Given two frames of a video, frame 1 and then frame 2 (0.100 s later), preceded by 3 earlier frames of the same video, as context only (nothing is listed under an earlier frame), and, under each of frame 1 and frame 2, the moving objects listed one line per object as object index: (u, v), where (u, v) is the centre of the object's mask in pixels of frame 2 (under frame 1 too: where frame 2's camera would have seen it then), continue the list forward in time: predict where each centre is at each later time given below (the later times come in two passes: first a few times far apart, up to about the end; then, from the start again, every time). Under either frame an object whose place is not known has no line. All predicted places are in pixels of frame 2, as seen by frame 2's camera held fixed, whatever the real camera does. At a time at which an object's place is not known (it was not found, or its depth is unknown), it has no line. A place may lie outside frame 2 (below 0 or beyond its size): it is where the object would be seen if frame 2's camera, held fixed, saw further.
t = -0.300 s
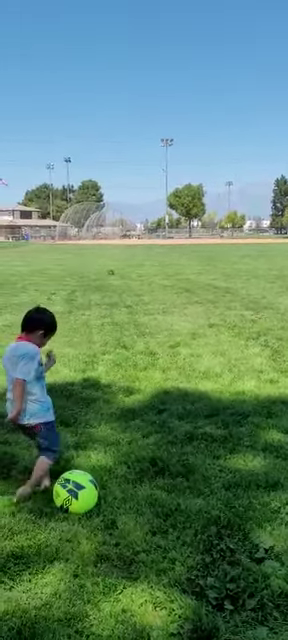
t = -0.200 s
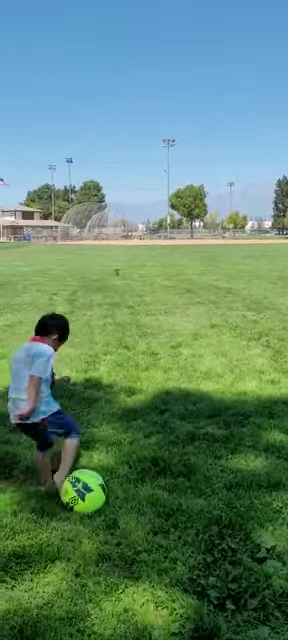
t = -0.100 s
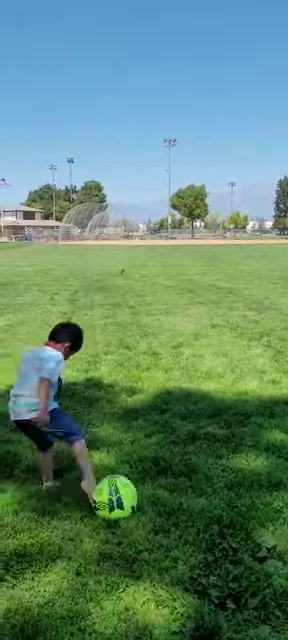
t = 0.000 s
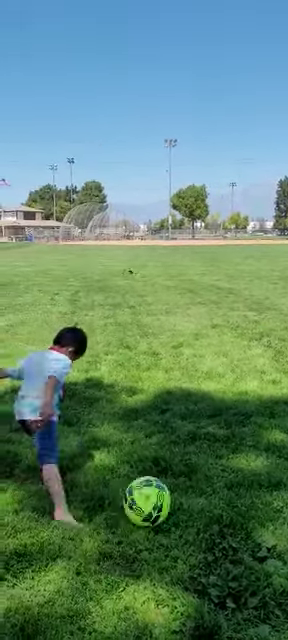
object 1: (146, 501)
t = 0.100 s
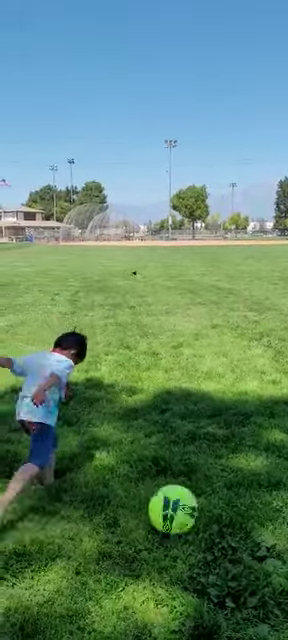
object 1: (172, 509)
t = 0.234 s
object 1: (205, 521)
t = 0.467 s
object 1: (240, 529)
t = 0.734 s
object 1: (271, 548)
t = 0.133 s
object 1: (182, 514)
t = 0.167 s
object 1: (191, 518)
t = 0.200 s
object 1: (198, 520)
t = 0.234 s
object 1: (205, 521)
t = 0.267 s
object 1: (211, 522)
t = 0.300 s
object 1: (218, 523)
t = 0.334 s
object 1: (223, 525)
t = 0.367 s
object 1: (227, 526)
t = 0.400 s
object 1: (232, 527)
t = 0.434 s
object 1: (236, 527)
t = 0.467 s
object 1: (240, 529)
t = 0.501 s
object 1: (244, 531)
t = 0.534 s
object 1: (247, 534)
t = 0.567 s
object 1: (250, 537)
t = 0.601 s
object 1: (254, 541)
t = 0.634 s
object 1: (259, 544)
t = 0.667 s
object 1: (263, 545)
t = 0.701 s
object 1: (267, 546)
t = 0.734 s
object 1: (271, 548)
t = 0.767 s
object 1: (274, 549)
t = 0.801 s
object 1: (277, 550)
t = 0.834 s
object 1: (279, 551)
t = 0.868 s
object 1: (281, 552)
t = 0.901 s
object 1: (283, 552)
